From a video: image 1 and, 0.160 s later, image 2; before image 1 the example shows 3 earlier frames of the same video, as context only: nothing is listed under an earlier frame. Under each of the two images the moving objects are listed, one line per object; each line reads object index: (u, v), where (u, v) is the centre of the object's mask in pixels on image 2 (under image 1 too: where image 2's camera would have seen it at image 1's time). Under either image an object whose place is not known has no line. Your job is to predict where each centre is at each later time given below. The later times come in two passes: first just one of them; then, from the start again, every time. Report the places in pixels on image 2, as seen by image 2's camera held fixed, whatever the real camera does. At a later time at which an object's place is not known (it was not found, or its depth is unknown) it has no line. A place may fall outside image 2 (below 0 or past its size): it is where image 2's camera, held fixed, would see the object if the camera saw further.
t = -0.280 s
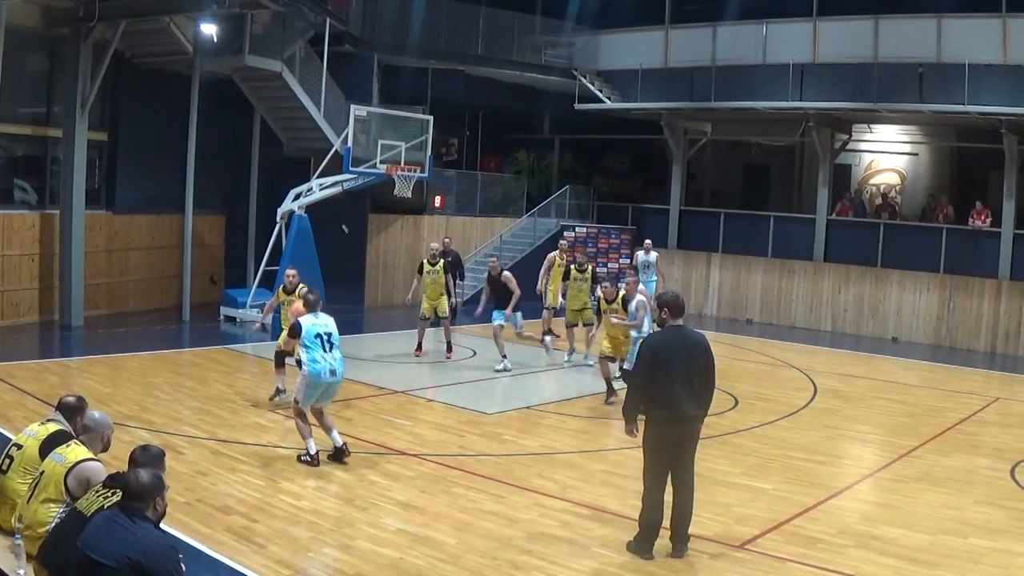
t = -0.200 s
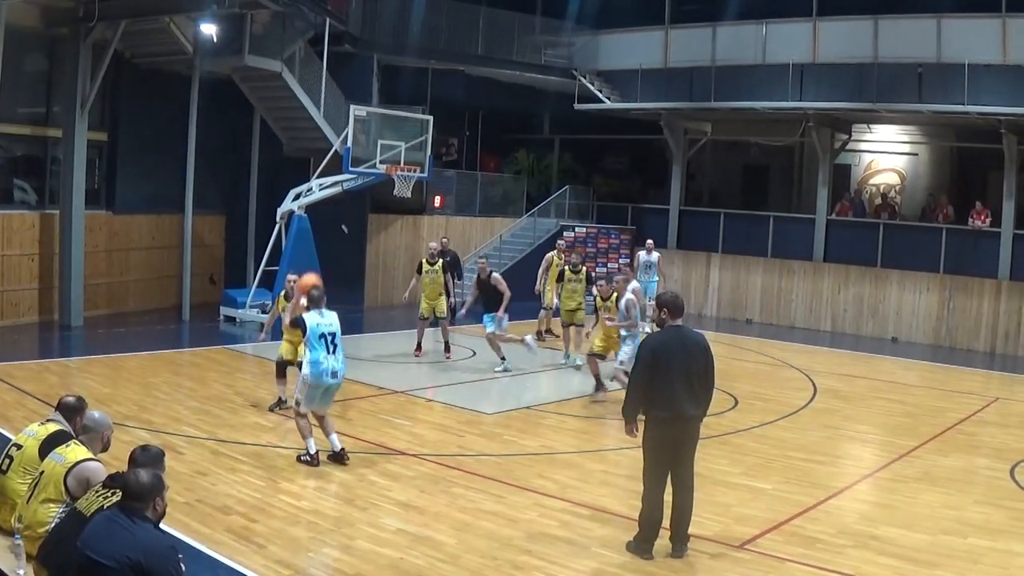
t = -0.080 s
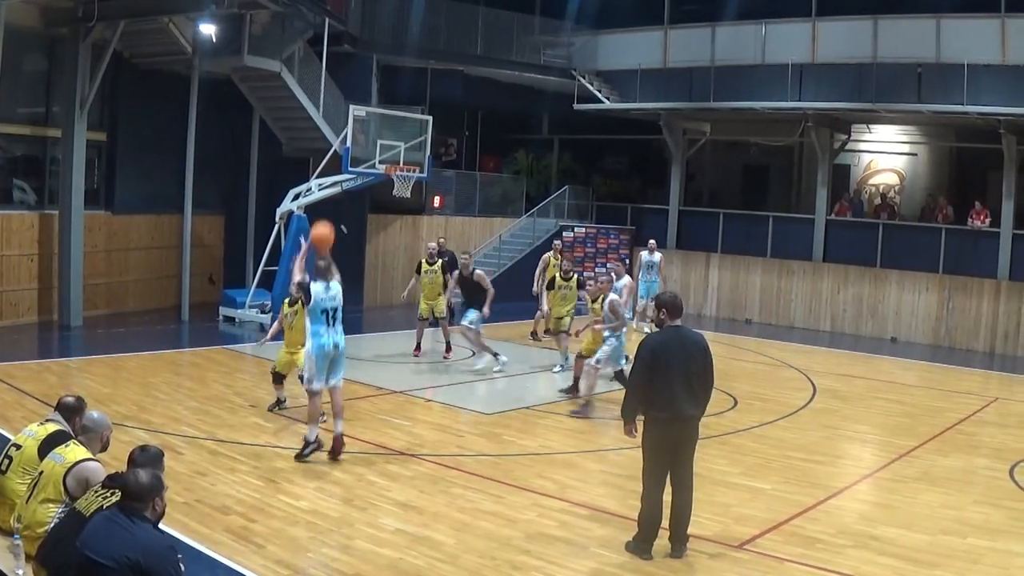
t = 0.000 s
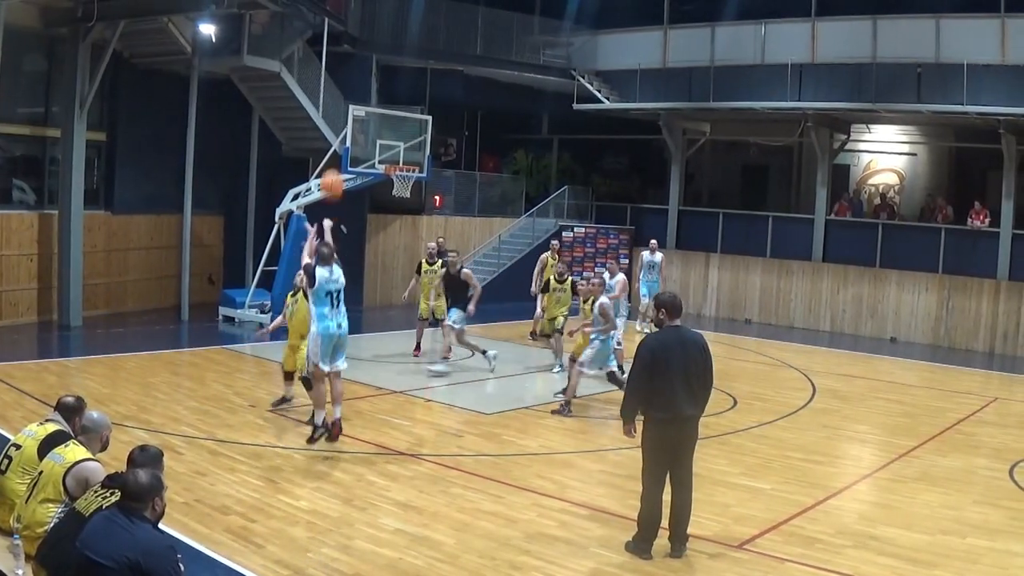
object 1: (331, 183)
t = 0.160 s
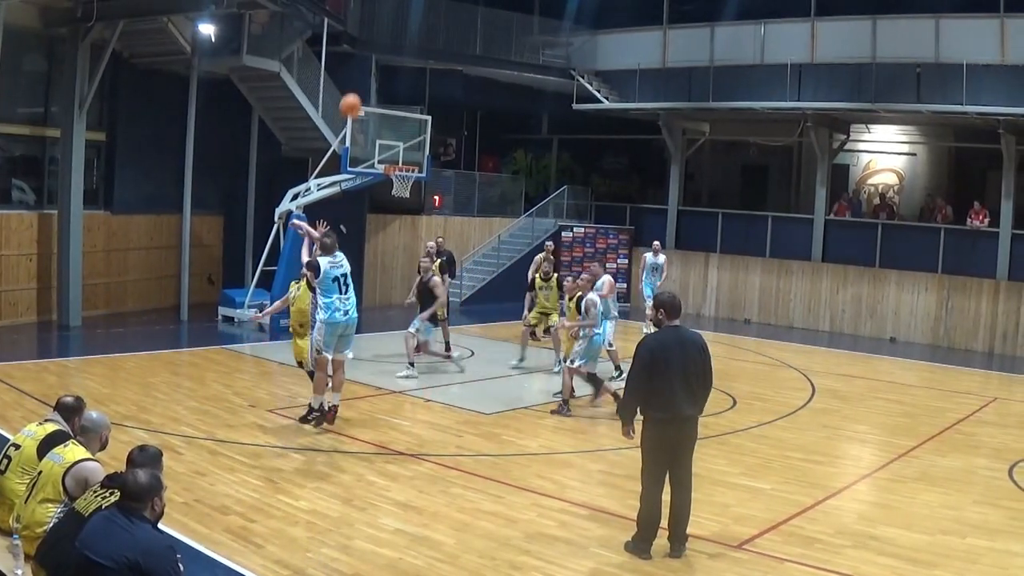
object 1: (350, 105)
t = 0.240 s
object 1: (359, 80)
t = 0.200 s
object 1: (354, 91)
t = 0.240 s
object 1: (359, 80)
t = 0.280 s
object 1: (363, 69)
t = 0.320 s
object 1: (367, 61)
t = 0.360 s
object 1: (370, 53)
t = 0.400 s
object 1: (374, 48)
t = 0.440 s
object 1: (377, 44)
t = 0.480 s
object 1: (381, 40)
